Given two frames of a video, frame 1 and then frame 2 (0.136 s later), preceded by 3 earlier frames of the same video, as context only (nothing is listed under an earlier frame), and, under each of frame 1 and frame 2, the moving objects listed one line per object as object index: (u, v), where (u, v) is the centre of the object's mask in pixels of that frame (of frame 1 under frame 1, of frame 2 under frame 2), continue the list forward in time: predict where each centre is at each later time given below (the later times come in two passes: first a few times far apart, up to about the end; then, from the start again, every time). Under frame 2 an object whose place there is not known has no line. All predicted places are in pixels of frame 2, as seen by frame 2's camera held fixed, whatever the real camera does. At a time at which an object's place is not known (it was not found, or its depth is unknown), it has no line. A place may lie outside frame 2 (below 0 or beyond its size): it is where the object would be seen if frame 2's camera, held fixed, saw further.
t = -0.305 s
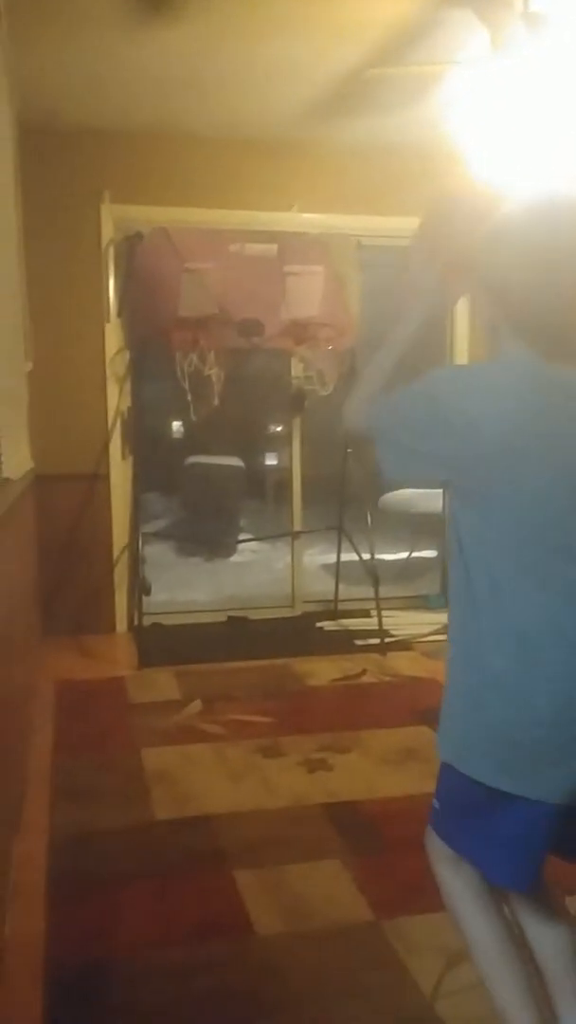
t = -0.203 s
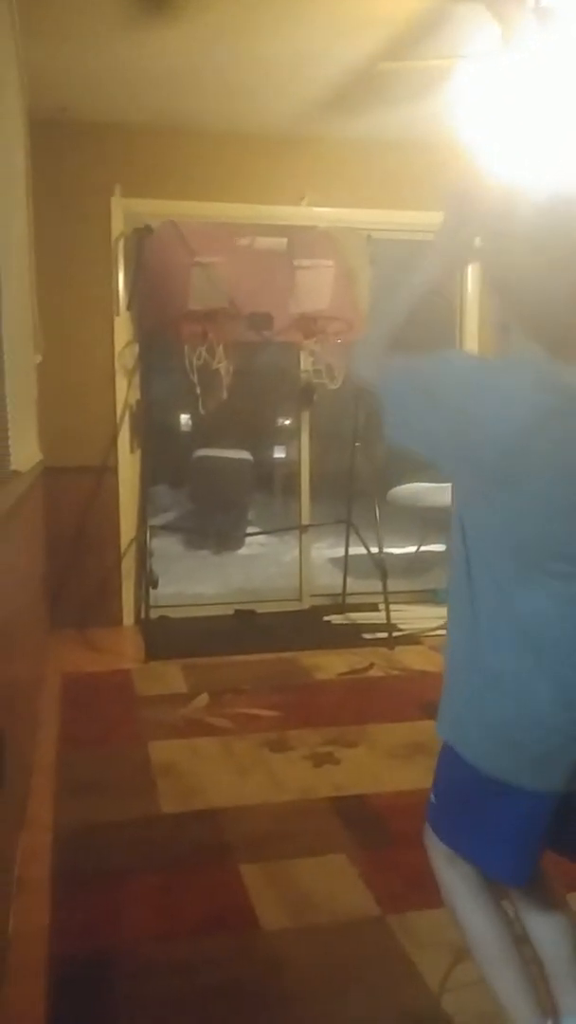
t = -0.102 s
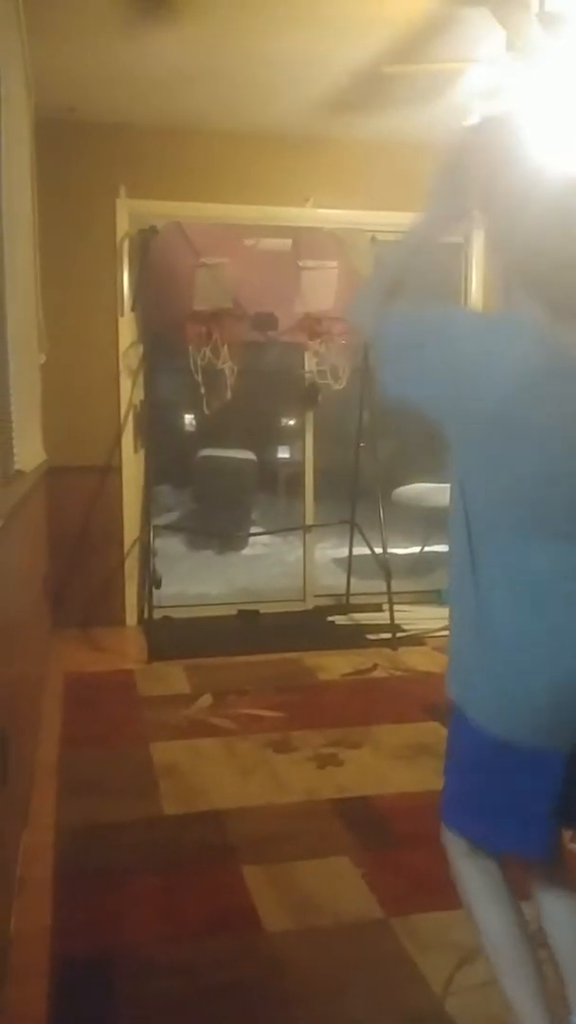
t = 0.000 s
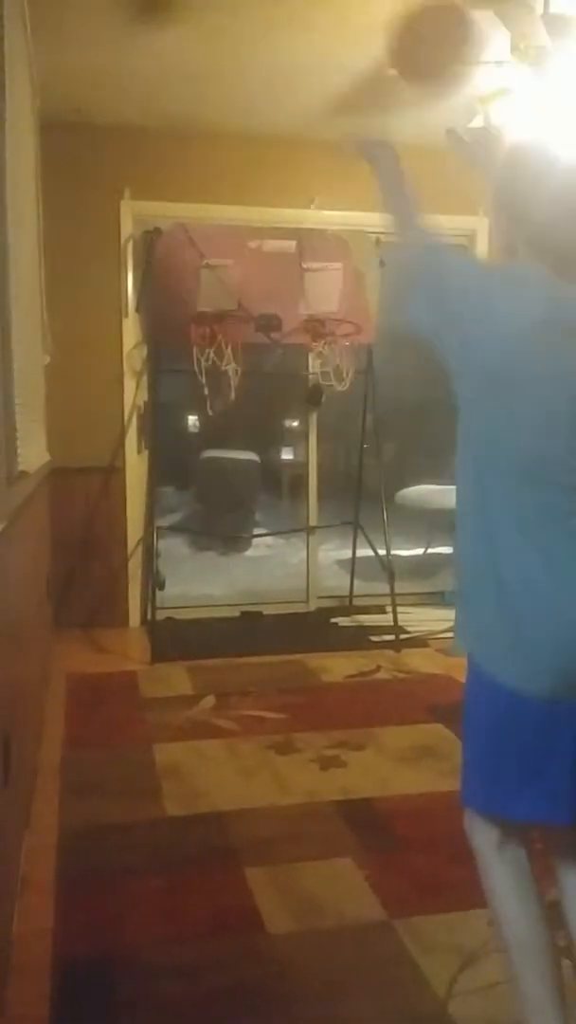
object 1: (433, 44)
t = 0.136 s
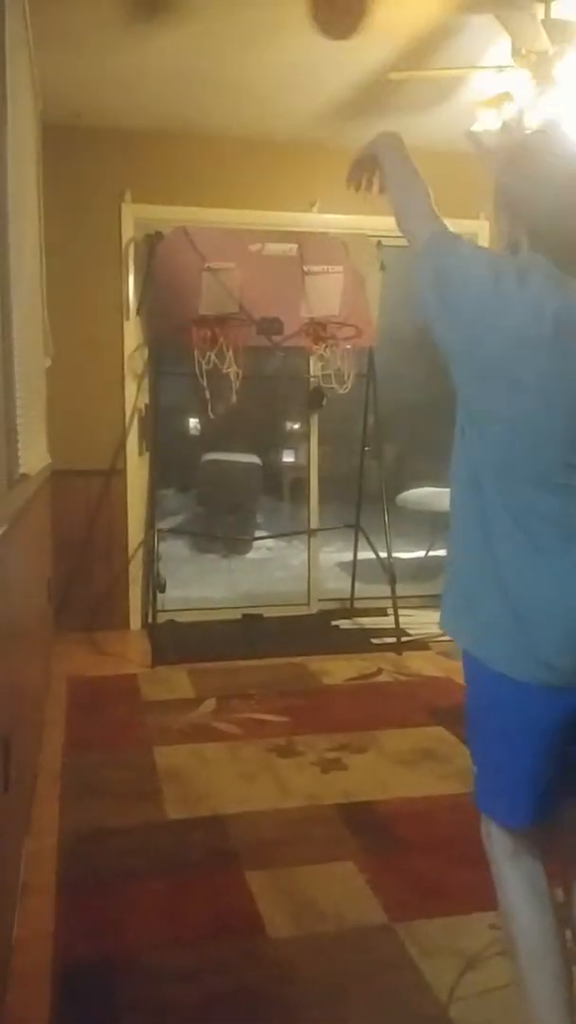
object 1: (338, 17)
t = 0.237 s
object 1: (295, 26)
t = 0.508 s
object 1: (228, 188)
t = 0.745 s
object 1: (226, 310)
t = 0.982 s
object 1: (181, 314)
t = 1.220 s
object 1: (138, 432)
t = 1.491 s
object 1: (92, 586)
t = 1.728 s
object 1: (67, 459)
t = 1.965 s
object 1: (79, 461)
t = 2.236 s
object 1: (106, 613)
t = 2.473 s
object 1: (109, 547)
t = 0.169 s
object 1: (322, 18)
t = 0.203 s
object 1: (308, 21)
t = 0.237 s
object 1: (295, 26)
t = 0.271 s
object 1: (283, 39)
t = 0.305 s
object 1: (272, 56)
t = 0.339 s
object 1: (263, 74)
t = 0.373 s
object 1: (255, 93)
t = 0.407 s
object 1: (246, 115)
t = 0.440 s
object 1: (241, 137)
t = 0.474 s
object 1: (234, 162)
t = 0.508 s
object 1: (228, 188)
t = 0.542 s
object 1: (221, 210)
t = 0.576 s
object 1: (217, 242)
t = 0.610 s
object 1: (212, 263)
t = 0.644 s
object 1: (210, 291)
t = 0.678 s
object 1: (232, 315)
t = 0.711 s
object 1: (232, 315)
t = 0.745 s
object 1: (226, 310)
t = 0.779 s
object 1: (220, 306)
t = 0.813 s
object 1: (216, 302)
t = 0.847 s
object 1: (210, 299)
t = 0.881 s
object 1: (200, 299)
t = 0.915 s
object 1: (193, 302)
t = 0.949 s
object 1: (187, 307)
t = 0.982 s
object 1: (181, 314)
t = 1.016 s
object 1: (172, 326)
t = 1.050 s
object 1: (166, 338)
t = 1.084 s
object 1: (160, 353)
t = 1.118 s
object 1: (154, 370)
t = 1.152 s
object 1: (147, 387)
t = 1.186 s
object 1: (142, 411)
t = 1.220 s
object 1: (138, 432)
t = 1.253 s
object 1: (130, 462)
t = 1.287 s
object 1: (124, 489)
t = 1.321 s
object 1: (119, 519)
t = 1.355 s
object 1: (112, 553)
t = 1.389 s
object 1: (107, 585)
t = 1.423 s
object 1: (99, 626)
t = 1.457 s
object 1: (95, 613)
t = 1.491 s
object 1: (92, 586)
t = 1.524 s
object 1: (89, 564)
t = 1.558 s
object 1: (85, 539)
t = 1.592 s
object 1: (81, 518)
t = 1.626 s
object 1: (79, 499)
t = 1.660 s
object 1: (73, 484)
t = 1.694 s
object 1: (70, 471)
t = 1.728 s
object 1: (67, 459)
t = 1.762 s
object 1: (65, 452)
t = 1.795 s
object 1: (66, 449)
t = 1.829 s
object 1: (66, 446)
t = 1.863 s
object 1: (68, 447)
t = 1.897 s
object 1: (71, 449)
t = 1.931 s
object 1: (74, 454)
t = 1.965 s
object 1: (79, 461)
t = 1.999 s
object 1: (83, 472)
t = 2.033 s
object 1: (88, 482)
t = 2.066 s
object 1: (92, 498)
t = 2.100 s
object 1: (93, 516)
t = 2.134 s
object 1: (96, 536)
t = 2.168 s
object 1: (99, 560)
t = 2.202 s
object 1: (102, 585)
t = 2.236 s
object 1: (106, 613)
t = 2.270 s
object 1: (105, 645)
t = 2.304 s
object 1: (107, 635)
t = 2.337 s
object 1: (107, 612)
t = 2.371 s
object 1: (107, 590)
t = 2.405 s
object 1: (106, 575)
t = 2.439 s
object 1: (108, 559)
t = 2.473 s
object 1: (109, 547)
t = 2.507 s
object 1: (109, 539)
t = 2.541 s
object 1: (109, 532)
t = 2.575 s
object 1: (109, 528)
